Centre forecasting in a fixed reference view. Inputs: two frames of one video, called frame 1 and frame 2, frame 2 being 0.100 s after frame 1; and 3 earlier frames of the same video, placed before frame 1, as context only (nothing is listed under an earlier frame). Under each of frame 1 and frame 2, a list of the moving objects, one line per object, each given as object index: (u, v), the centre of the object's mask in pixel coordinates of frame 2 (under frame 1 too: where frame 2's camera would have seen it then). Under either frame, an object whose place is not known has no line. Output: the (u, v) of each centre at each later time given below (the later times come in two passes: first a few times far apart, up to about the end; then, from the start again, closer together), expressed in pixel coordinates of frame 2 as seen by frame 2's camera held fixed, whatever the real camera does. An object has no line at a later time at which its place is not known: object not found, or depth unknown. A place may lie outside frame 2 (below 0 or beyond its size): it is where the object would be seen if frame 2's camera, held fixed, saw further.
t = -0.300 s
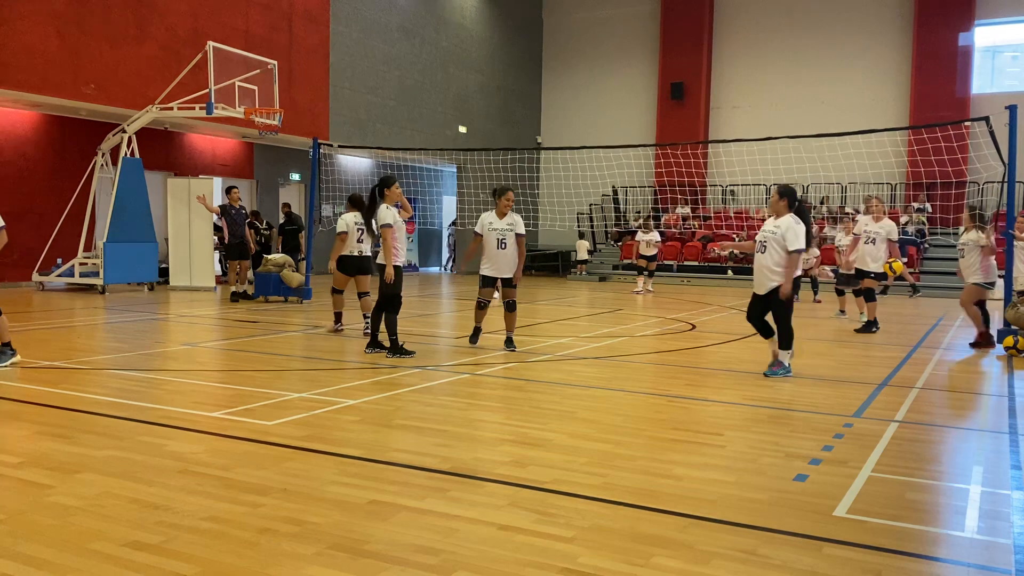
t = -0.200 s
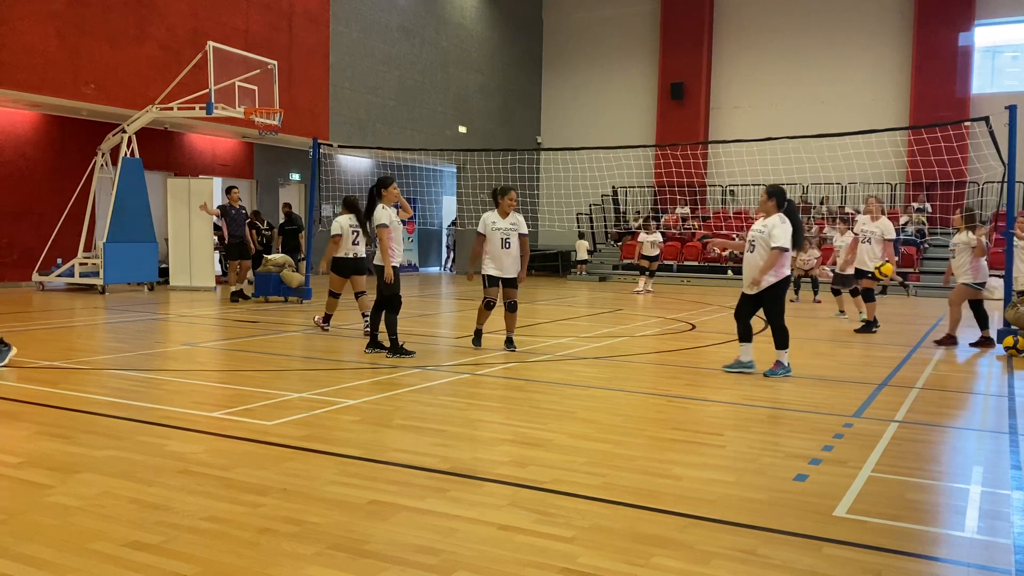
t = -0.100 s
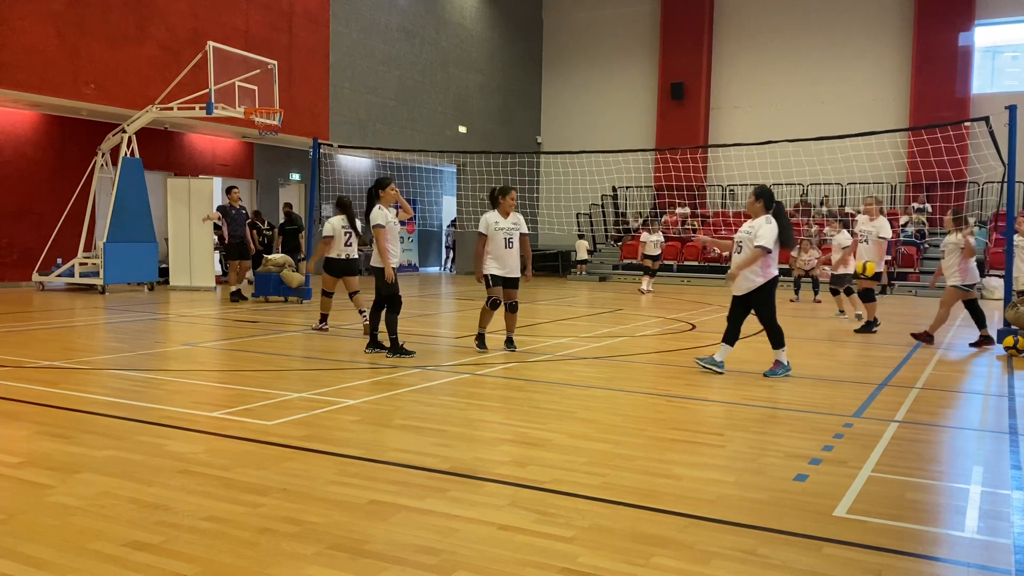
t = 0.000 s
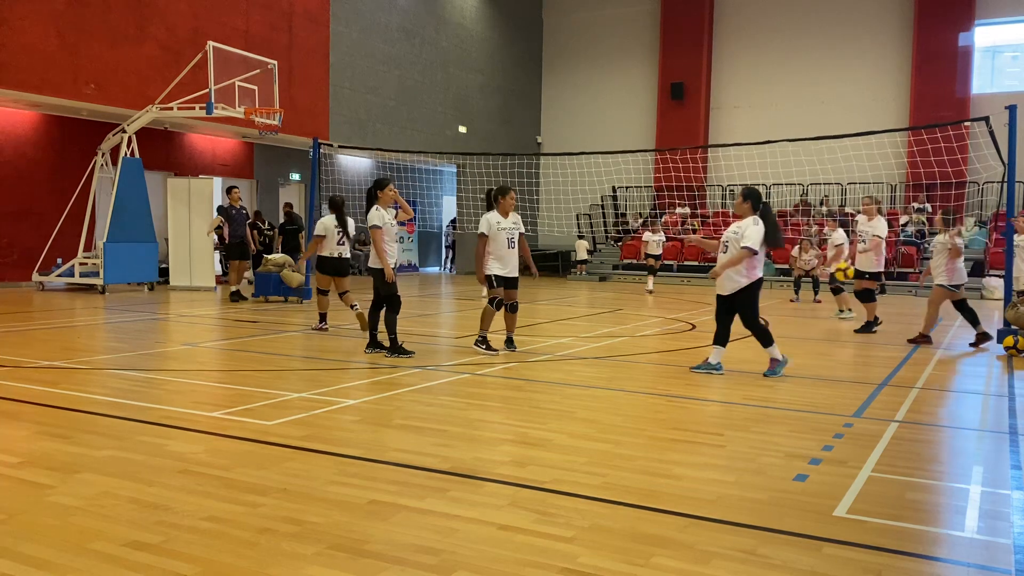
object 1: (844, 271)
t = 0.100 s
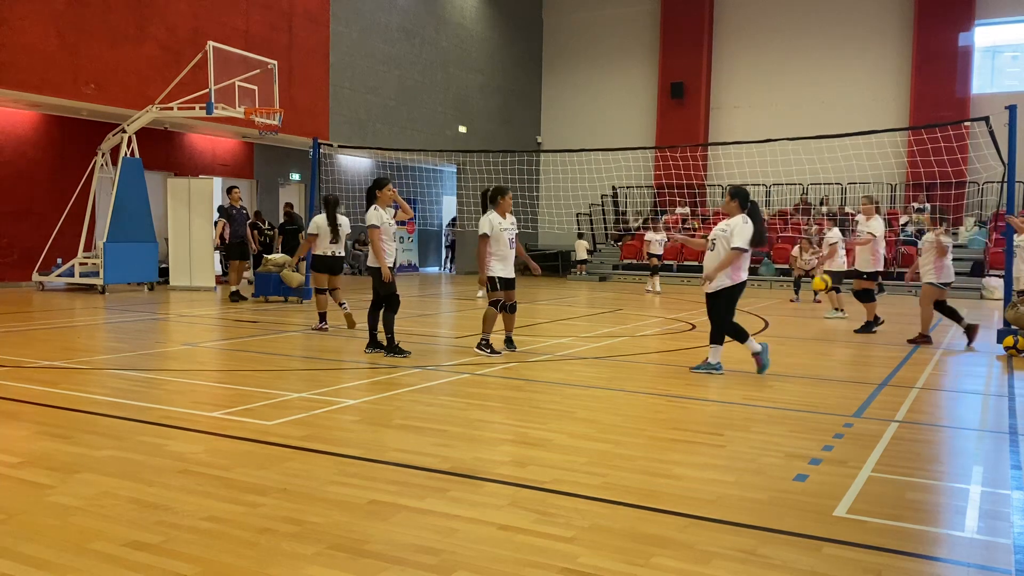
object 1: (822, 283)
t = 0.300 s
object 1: (774, 333)
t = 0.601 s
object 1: (721, 292)
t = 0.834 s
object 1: (680, 312)
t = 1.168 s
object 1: (608, 311)
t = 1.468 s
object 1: (538, 347)
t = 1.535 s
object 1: (523, 336)
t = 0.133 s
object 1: (814, 289)
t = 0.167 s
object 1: (805, 295)
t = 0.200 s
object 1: (797, 303)
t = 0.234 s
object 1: (789, 311)
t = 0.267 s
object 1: (781, 322)
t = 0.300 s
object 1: (774, 333)
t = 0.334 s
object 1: (767, 329)
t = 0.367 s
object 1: (762, 321)
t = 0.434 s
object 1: (751, 308)
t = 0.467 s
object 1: (744, 302)
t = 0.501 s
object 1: (739, 298)
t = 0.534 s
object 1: (733, 294)
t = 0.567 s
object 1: (727, 293)
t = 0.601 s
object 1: (721, 292)
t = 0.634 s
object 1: (714, 291)
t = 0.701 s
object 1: (702, 295)
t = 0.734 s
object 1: (695, 298)
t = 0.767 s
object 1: (690, 302)
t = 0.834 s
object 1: (680, 312)
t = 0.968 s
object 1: (648, 336)
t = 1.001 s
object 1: (643, 330)
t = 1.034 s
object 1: (636, 325)
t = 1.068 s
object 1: (629, 320)
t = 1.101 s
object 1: (621, 316)
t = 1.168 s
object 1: (608, 311)
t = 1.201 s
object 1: (600, 311)
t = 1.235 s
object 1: (593, 311)
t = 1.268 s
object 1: (585, 315)
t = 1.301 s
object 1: (578, 312)
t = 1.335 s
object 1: (568, 321)
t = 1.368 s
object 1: (562, 329)
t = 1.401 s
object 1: (554, 333)
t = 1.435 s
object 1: (547, 343)
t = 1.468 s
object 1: (538, 347)
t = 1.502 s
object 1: (530, 340)
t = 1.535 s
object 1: (523, 336)
